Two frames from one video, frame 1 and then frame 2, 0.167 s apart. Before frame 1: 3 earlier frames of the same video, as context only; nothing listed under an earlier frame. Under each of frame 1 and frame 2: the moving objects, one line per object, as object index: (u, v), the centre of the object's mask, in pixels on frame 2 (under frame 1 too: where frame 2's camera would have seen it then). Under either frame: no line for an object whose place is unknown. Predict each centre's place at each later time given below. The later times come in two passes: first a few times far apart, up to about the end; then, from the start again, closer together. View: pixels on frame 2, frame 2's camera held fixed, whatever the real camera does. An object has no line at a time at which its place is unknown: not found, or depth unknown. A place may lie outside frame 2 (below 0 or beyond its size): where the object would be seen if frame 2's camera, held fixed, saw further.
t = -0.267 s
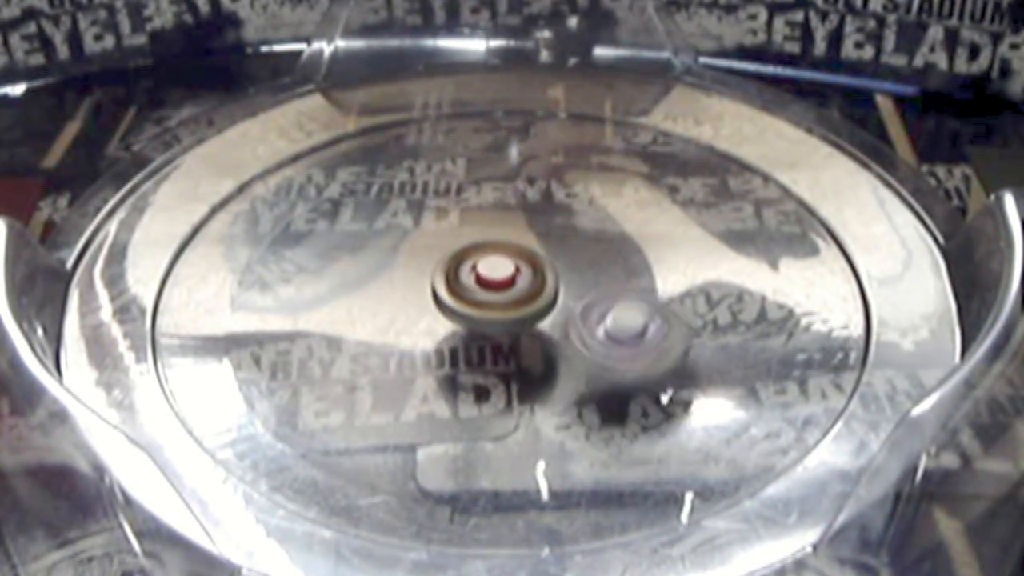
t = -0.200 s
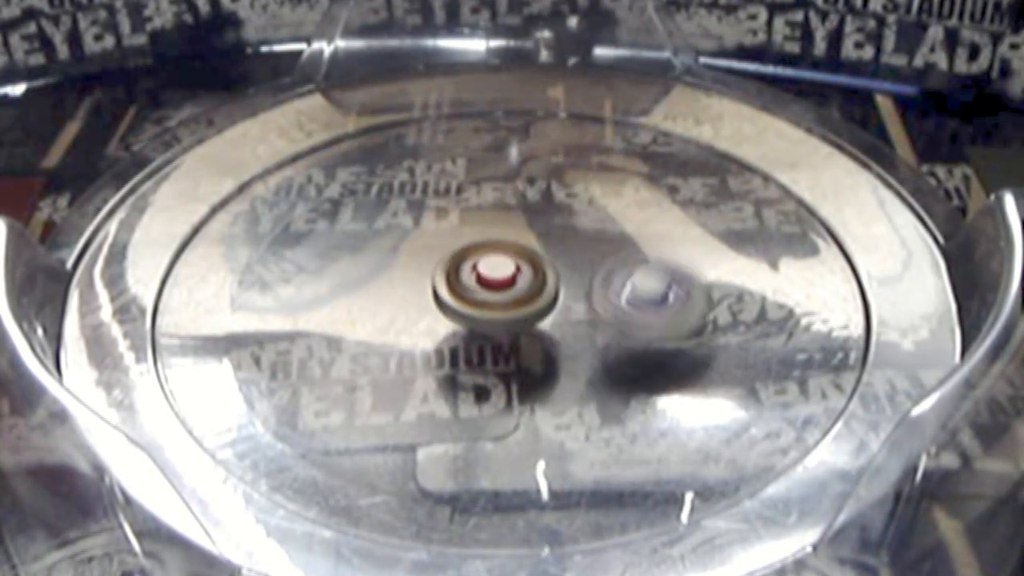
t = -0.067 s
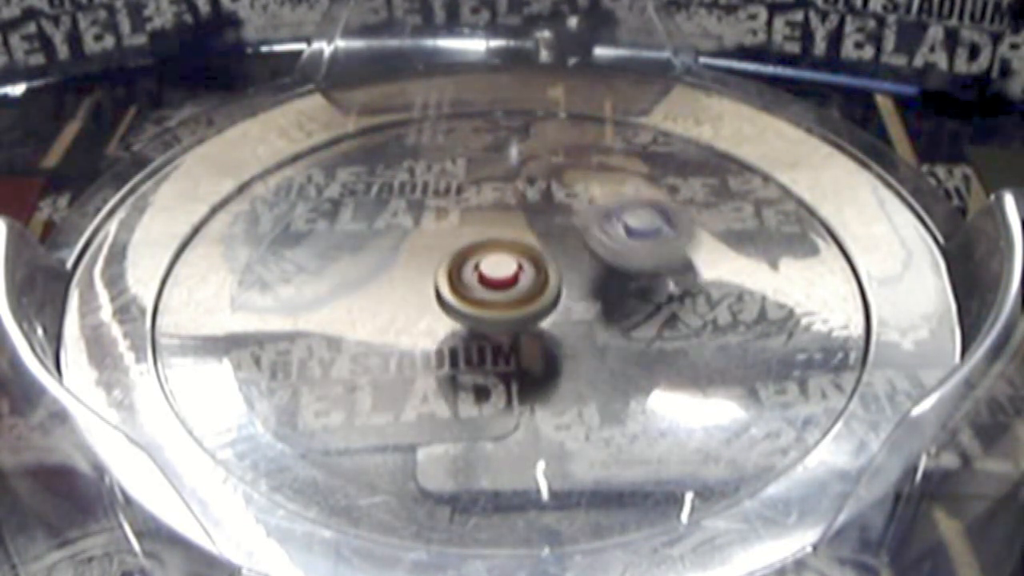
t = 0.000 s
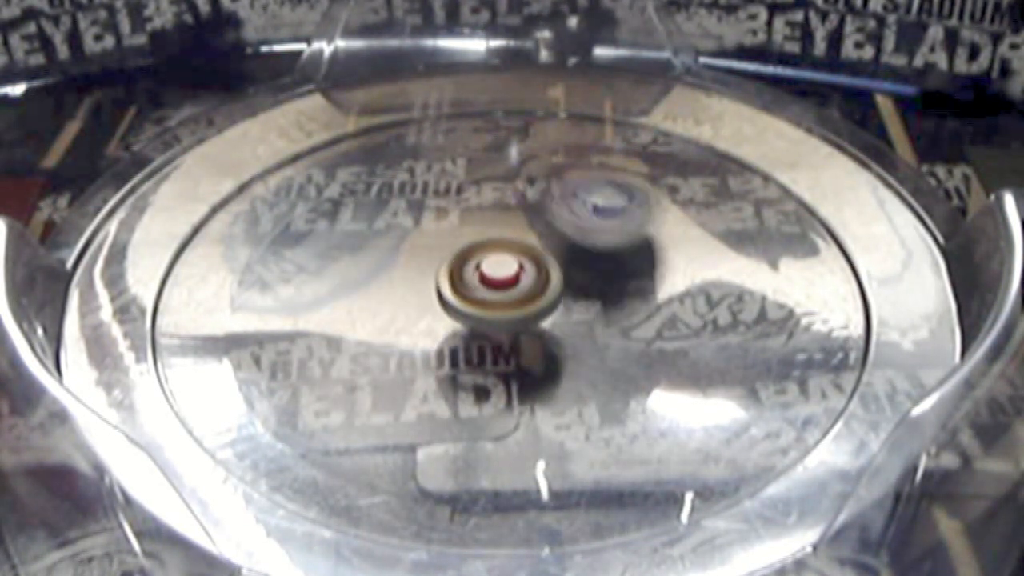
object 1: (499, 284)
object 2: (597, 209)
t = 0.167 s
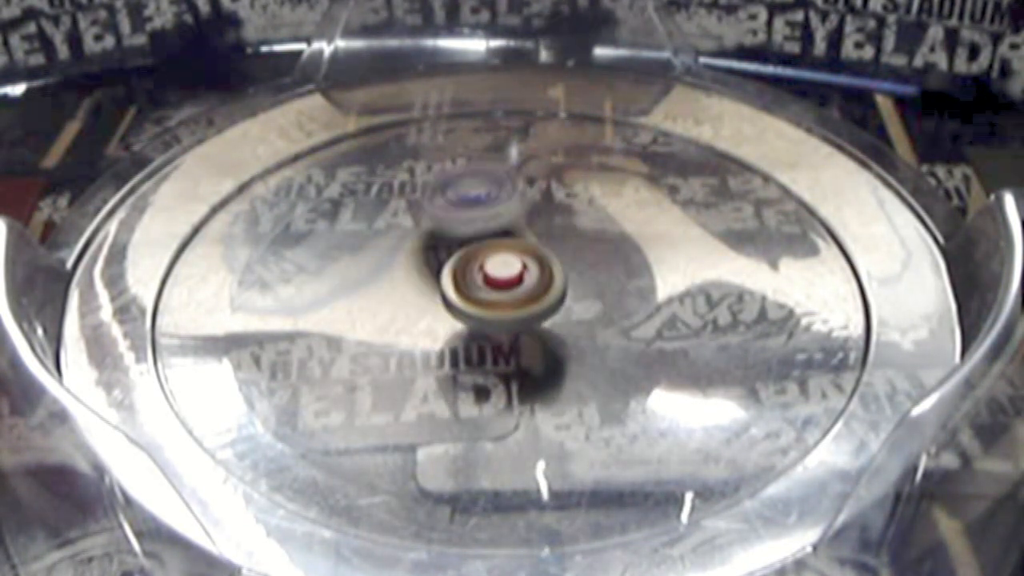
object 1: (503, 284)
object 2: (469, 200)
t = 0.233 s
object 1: (505, 285)
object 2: (421, 217)
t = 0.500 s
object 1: (509, 287)
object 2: (383, 349)
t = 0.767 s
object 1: (508, 289)
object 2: (597, 382)
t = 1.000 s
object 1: (503, 291)
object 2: (637, 266)
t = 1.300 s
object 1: (498, 291)
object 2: (429, 222)
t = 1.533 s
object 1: (495, 289)
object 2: (337, 315)
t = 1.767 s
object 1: (495, 287)
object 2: (491, 390)
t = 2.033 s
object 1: (498, 285)
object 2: (625, 291)
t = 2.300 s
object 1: (504, 285)
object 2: (503, 195)
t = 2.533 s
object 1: (507, 287)
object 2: (361, 255)
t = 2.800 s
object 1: (508, 287)
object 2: (460, 373)
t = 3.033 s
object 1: (503, 291)
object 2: (629, 336)
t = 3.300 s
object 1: (499, 291)
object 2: (587, 220)
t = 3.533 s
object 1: (496, 291)
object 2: (420, 232)
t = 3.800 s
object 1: (496, 287)
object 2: (388, 354)
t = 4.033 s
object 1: (499, 286)
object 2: (570, 385)
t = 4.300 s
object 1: (500, 285)
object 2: (624, 266)
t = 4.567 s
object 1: (501, 287)
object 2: (462, 213)
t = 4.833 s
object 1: (500, 288)
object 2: (357, 311)
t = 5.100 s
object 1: (498, 288)
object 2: (529, 379)
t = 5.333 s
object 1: (496, 289)
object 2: (626, 286)
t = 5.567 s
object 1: (495, 288)
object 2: (521, 208)
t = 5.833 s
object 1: (497, 288)
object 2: (371, 275)
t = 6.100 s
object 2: (480, 377)
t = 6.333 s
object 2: (620, 329)
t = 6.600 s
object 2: (646, 219)
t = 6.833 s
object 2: (490, 208)
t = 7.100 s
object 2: (369, 260)
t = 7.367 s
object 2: (334, 321)
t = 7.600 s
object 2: (473, 338)
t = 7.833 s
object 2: (575, 257)
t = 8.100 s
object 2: (497, 191)
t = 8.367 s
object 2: (442, 280)
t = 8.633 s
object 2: (506, 355)
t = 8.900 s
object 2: (638, 368)
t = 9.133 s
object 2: (632, 373)
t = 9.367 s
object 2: (495, 365)
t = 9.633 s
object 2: (408, 392)
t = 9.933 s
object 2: (456, 348)
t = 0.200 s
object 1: (503, 284)
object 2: (446, 209)
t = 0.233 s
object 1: (505, 285)
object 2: (421, 217)
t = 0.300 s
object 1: (506, 285)
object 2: (385, 243)
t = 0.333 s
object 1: (506, 285)
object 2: (372, 260)
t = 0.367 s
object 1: (507, 286)
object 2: (362, 277)
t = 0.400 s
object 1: (507, 286)
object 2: (359, 299)
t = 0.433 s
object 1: (508, 286)
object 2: (360, 314)
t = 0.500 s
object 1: (509, 287)
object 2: (383, 349)
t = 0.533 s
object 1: (509, 287)
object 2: (407, 367)
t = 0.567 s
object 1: (509, 288)
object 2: (428, 377)
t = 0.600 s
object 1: (509, 288)
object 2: (456, 390)
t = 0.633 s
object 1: (509, 288)
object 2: (482, 392)
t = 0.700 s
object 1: (508, 288)
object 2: (544, 396)
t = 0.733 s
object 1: (508, 289)
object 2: (575, 391)
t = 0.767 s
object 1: (508, 289)
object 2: (597, 382)
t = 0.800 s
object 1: (507, 289)
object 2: (618, 369)
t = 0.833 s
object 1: (507, 289)
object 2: (636, 353)
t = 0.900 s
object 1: (505, 290)
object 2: (648, 317)
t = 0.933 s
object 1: (504, 290)
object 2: (649, 301)
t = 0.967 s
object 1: (504, 291)
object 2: (646, 283)
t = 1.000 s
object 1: (503, 291)
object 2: (637, 266)
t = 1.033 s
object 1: (503, 291)
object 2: (627, 253)
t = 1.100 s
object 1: (501, 291)
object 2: (587, 230)
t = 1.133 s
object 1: (501, 292)
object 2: (563, 221)
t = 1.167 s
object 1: (501, 292)
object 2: (540, 215)
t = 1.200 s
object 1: (500, 292)
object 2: (514, 212)
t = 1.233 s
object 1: (500, 292)
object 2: (486, 212)
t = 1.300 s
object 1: (498, 291)
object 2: (429, 222)
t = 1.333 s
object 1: (498, 290)
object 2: (405, 229)
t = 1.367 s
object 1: (497, 290)
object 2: (387, 237)
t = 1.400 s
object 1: (496, 290)
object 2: (368, 252)
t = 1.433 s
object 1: (496, 290)
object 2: (353, 265)
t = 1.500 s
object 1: (496, 289)
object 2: (335, 298)
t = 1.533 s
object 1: (495, 289)
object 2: (337, 315)
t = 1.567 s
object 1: (495, 288)
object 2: (345, 331)
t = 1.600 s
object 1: (495, 288)
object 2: (361, 352)
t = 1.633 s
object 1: (495, 288)
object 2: (379, 365)
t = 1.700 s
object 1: (494, 288)
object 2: (432, 385)
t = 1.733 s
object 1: (494, 288)
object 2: (462, 390)
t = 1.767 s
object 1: (495, 287)
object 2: (491, 390)
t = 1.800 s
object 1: (495, 287)
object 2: (519, 390)
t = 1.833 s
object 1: (495, 287)
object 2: (549, 384)
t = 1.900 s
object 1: (496, 286)
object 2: (591, 360)
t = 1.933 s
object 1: (496, 286)
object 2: (608, 349)
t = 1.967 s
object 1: (497, 285)
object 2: (616, 326)
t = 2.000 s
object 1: (498, 286)
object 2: (620, 311)
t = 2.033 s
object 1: (498, 285)
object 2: (625, 291)
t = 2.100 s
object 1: (499, 285)
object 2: (618, 254)
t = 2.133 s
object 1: (500, 285)
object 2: (608, 240)
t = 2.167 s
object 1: (501, 285)
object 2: (590, 227)
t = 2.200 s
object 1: (502, 285)
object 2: (572, 216)
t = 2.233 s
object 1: (502, 285)
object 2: (552, 206)
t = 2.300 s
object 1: (504, 285)
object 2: (503, 195)
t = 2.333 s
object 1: (504, 285)
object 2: (479, 197)
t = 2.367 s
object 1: (505, 285)
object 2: (452, 201)
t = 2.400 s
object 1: (505, 286)
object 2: (426, 206)
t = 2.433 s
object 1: (506, 286)
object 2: (405, 216)
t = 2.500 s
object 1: (507, 286)
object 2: (371, 239)
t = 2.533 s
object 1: (507, 287)
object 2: (361, 255)
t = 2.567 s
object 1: (507, 287)
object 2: (354, 273)
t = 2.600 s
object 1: (508, 287)
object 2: (351, 292)
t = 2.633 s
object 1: (508, 287)
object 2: (356, 308)
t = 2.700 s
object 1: (508, 288)
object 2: (385, 342)
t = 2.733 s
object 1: (508, 288)
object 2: (406, 354)
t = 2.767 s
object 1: (508, 288)
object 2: (432, 364)
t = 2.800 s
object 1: (508, 287)
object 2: (460, 373)
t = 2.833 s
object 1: (507, 287)
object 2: (491, 378)
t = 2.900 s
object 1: (505, 289)
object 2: (545, 376)
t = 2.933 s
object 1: (505, 290)
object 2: (573, 371)
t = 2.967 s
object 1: (504, 291)
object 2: (591, 362)
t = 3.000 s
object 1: (503, 291)
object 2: (613, 350)
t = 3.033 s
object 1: (503, 291)
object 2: (629, 336)
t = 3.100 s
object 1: (502, 291)
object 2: (645, 302)
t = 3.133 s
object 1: (501, 291)
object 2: (649, 283)
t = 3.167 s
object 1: (501, 292)
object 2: (647, 267)
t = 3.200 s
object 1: (500, 292)
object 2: (641, 251)
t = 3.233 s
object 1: (500, 291)
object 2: (629, 237)
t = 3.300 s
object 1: (499, 291)
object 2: (587, 220)
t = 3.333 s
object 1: (498, 291)
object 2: (568, 213)
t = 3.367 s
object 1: (498, 291)
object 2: (542, 208)
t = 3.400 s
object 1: (497, 291)
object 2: (517, 206)
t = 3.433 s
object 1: (497, 290)
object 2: (496, 208)
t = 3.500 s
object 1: (496, 290)
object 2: (441, 222)
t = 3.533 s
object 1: (496, 291)
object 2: (420, 232)
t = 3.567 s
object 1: (496, 290)
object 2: (402, 244)
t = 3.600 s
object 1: (496, 290)
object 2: (386, 259)
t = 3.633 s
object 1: (496, 289)
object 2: (374, 272)
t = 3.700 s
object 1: (495, 288)
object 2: (363, 306)
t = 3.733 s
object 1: (495, 288)
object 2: (366, 321)
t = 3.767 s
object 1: (496, 287)
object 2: (376, 340)
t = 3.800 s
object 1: (496, 287)
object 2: (388, 354)
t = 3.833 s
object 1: (496, 287)
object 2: (407, 368)
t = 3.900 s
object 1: (497, 287)
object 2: (460, 389)
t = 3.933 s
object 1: (497, 286)
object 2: (483, 389)
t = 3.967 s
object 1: (498, 286)
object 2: (512, 393)
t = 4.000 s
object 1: (498, 286)
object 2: (544, 390)
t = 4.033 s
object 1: (499, 286)
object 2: (570, 385)
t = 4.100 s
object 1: (500, 286)
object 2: (606, 361)
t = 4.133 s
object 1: (500, 285)
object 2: (619, 347)
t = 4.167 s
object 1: (501, 285)
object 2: (627, 334)
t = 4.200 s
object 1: (502, 286)
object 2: (628, 312)
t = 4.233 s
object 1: (502, 285)
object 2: (628, 296)
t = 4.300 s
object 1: (500, 285)
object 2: (624, 266)
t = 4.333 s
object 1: (501, 285)
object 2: (613, 251)
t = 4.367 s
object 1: (501, 285)
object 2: (596, 237)
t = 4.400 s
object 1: (501, 286)
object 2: (578, 226)
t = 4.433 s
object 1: (501, 286)
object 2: (556, 218)
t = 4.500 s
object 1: (501, 286)
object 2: (511, 208)
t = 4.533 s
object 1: (501, 286)
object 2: (486, 209)
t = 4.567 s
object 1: (501, 287)
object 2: (462, 213)
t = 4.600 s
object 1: (502, 287)
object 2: (436, 221)
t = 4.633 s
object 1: (502, 287)
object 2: (410, 228)
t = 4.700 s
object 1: (501, 287)
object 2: (377, 251)
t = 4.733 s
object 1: (501, 287)
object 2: (365, 266)
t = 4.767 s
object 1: (501, 287)
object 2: (357, 279)
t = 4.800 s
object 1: (501, 287)
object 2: (354, 299)
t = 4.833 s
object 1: (500, 288)
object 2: (357, 311)
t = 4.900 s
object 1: (500, 288)
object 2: (381, 343)
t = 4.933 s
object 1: (500, 288)
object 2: (402, 357)
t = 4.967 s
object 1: (500, 288)
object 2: (424, 366)
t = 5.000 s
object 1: (499, 288)
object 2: (451, 375)
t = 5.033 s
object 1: (499, 287)
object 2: (477, 380)
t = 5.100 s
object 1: (498, 288)
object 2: (529, 379)
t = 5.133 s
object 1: (497, 289)
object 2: (556, 374)
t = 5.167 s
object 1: (497, 289)
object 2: (579, 363)
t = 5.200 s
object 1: (497, 289)
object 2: (596, 352)
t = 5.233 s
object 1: (497, 289)
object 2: (611, 339)
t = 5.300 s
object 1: (496, 289)
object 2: (624, 301)
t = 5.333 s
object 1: (496, 289)
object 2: (626, 286)
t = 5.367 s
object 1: (496, 289)
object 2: (624, 271)
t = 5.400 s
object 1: (496, 289)
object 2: (617, 253)
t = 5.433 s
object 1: (495, 289)
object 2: (605, 241)
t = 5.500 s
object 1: (495, 289)
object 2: (567, 220)
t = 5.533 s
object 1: (496, 289)
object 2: (546, 213)
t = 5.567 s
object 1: (495, 288)
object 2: (521, 208)
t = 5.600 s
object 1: (495, 288)
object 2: (500, 207)
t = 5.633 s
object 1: (496, 288)
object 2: (475, 208)
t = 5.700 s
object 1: (496, 288)
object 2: (428, 224)
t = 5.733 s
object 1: (496, 288)
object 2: (409, 233)
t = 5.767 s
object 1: (497, 288)
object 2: (393, 245)
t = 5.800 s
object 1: (497, 288)
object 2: (379, 260)
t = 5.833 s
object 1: (497, 288)
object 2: (371, 275)
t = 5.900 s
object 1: (497, 287)
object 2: (366, 306)
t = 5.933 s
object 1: (497, 287)
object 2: (374, 324)
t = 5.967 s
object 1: (497, 287)
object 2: (387, 340)
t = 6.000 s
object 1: (499, 287)
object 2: (406, 352)
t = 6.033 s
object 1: (499, 287)
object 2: (427, 364)
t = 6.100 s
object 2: (480, 377)
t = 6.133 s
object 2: (502, 377)
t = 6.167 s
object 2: (528, 380)
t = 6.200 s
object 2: (552, 378)
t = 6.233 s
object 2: (575, 369)
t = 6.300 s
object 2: (609, 345)
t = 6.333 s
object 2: (620, 329)
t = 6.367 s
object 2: (632, 310)
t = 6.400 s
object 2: (653, 297)
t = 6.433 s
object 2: (662, 282)
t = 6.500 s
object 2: (672, 254)
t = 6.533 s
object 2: (670, 242)
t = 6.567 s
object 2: (661, 230)
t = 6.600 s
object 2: (646, 219)
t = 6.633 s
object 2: (626, 212)
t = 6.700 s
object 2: (576, 202)
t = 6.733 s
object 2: (556, 200)
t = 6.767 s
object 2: (531, 203)
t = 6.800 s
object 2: (512, 204)
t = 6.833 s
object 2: (490, 208)
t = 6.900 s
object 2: (460, 200)
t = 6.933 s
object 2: (441, 203)
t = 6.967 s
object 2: (421, 209)
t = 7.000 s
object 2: (404, 221)
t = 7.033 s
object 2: (387, 232)
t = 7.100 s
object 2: (369, 260)
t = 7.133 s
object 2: (364, 274)
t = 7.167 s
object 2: (355, 280)
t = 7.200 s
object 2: (338, 276)
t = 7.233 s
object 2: (326, 277)
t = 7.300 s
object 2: (318, 294)
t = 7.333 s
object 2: (321, 307)
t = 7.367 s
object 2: (334, 321)
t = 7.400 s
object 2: (348, 332)
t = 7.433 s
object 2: (371, 343)
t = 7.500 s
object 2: (420, 351)
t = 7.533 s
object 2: (443, 350)
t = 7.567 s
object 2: (457, 346)
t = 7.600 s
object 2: (473, 338)
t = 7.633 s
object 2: (490, 329)
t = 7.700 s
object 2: (526, 307)
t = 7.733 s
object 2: (546, 295)
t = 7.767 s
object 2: (560, 282)
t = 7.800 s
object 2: (570, 272)
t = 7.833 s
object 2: (575, 257)
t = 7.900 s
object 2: (576, 234)
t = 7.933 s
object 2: (571, 220)
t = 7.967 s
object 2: (562, 206)
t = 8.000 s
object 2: (551, 198)
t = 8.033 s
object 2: (536, 192)
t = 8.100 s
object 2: (497, 191)
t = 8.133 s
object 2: (480, 198)
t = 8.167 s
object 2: (466, 209)
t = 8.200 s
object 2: (455, 221)
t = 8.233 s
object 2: (448, 236)
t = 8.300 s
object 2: (445, 266)
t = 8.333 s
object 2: (447, 276)
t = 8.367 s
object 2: (442, 280)
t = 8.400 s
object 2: (431, 290)
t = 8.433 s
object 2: (428, 299)
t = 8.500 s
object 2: (439, 316)
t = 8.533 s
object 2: (453, 329)
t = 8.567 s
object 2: (468, 339)
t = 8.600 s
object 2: (484, 348)
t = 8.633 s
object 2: (506, 355)
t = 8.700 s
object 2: (549, 360)
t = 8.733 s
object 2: (568, 361)
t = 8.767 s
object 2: (588, 355)
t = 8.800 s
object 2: (600, 351)
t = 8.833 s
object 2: (616, 344)
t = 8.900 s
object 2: (638, 368)
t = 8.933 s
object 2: (644, 380)
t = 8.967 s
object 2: (649, 381)
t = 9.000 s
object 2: (653, 382)
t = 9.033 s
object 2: (653, 381)
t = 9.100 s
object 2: (643, 378)
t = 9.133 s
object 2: (632, 373)
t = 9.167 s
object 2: (620, 370)
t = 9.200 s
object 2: (598, 365)
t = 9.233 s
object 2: (582, 365)
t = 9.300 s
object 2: (542, 363)
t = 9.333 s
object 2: (518, 364)
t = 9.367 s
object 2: (495, 365)
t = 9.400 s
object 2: (480, 368)
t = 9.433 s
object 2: (462, 370)
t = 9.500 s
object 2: (429, 377)
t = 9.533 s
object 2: (416, 384)
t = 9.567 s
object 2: (409, 388)
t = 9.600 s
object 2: (406, 391)
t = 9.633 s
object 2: (408, 392)
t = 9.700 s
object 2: (419, 389)
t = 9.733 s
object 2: (427, 384)
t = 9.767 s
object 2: (434, 379)
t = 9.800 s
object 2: (444, 367)
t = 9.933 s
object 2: (456, 348)
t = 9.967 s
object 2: (458, 345)
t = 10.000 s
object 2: (456, 338)
